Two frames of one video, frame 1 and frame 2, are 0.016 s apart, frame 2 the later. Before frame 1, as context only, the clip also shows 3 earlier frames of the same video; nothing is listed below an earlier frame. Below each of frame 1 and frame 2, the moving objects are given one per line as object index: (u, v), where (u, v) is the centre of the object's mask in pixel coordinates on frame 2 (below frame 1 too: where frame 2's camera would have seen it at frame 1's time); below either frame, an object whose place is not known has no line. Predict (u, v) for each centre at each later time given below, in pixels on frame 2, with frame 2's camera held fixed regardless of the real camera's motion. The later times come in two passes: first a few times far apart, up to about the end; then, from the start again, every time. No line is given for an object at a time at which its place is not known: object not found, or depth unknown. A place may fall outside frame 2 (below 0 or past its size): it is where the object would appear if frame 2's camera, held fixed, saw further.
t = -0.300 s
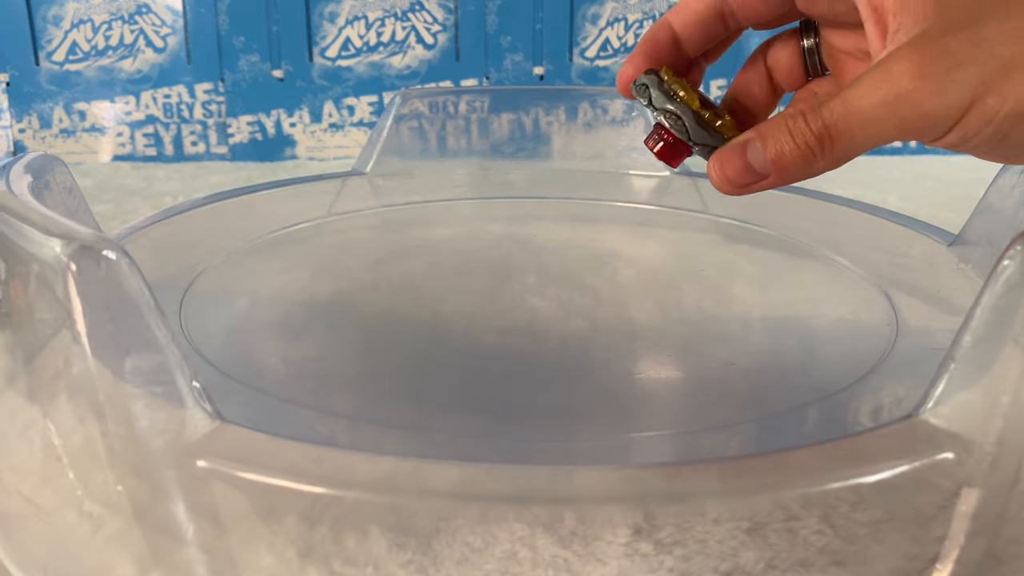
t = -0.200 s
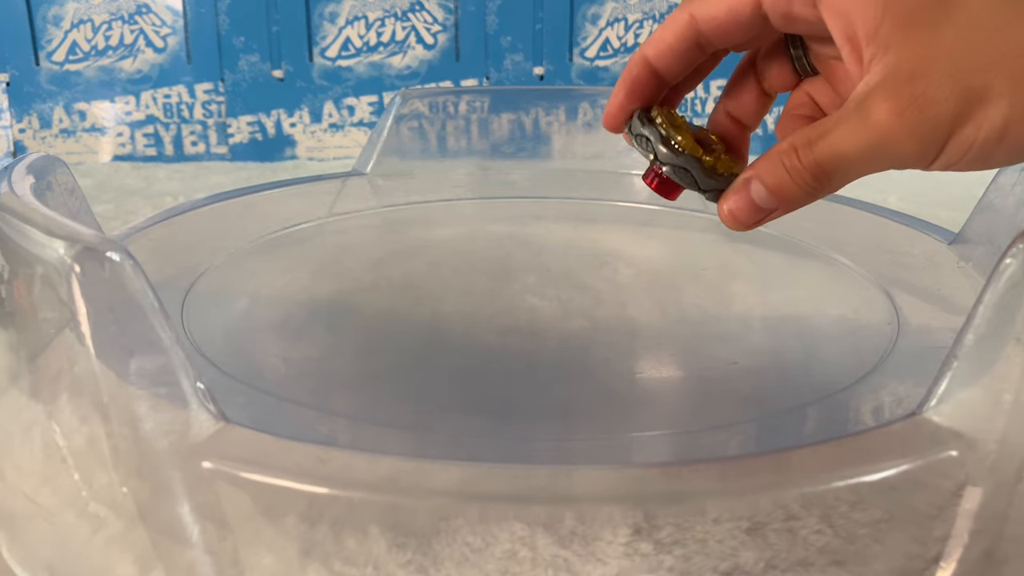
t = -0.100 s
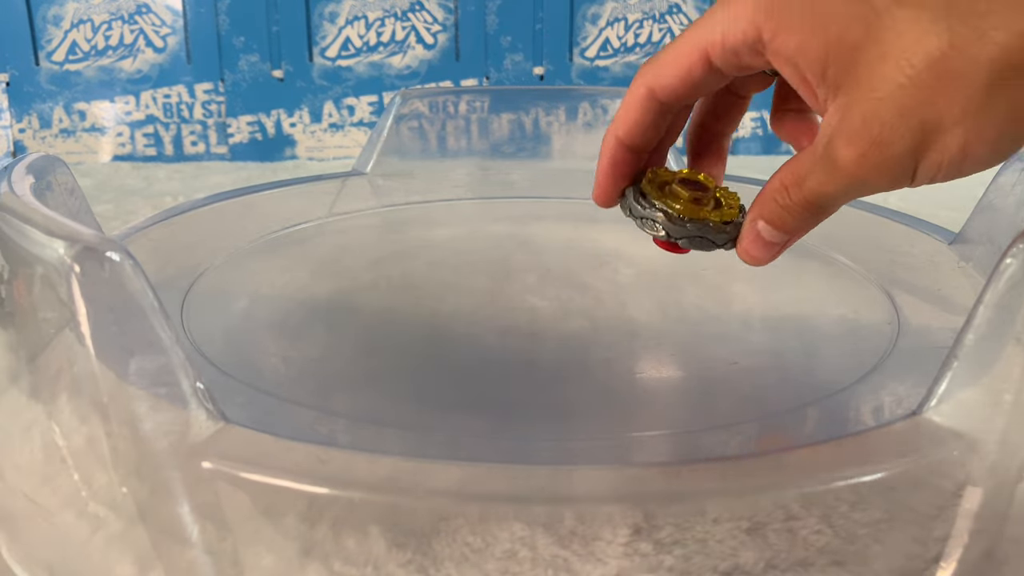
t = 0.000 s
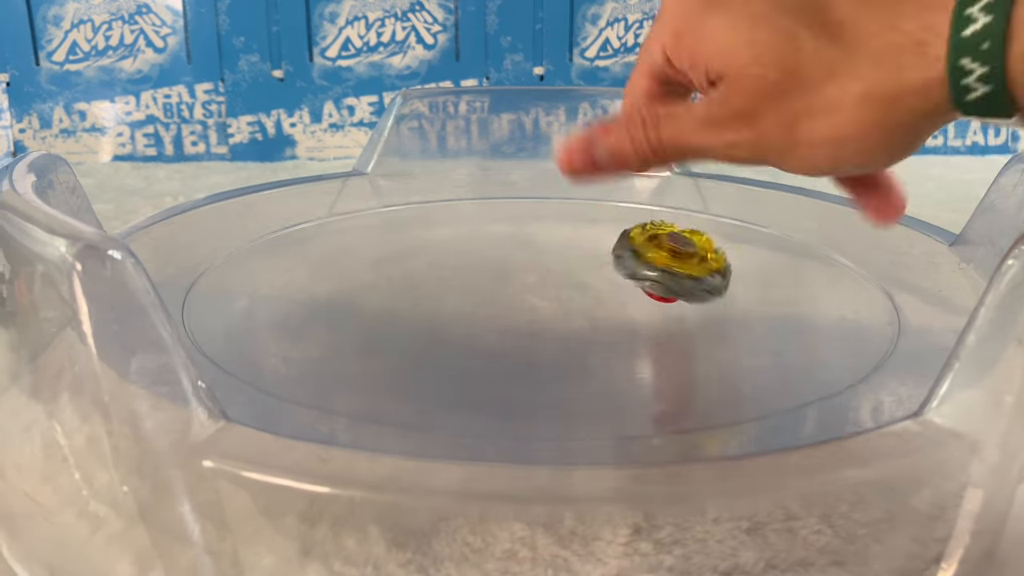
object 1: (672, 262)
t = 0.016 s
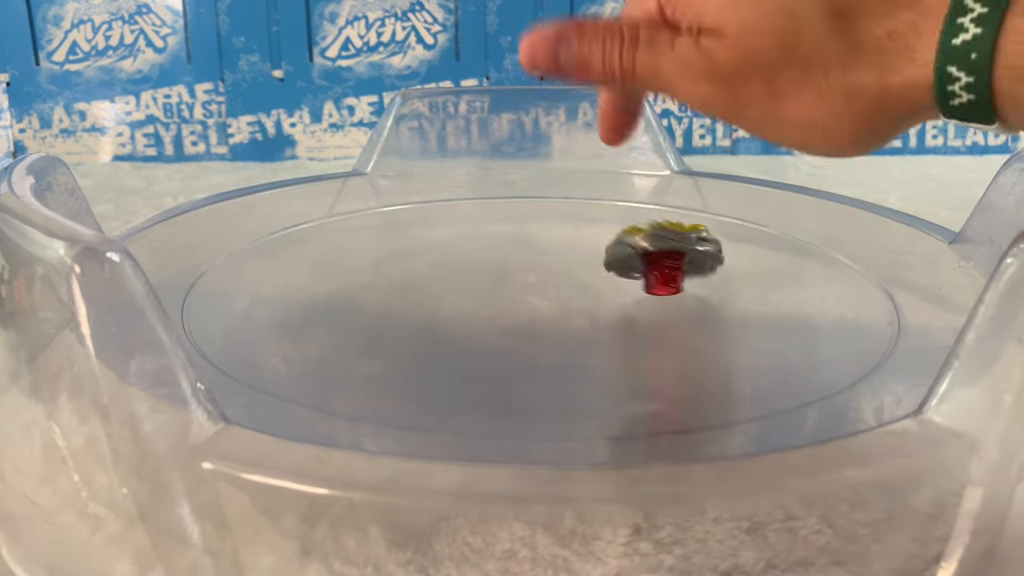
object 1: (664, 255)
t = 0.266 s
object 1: (400, 236)
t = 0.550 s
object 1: (349, 330)
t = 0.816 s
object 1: (695, 326)
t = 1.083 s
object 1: (657, 229)
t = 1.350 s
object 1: (428, 223)
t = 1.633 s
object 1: (398, 325)
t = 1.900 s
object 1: (735, 332)
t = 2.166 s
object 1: (676, 248)
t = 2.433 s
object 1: (425, 231)
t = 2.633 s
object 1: (307, 277)
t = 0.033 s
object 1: (650, 248)
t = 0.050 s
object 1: (638, 241)
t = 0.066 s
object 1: (622, 237)
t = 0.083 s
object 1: (608, 234)
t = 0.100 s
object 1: (591, 228)
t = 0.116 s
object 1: (573, 220)
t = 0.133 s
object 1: (557, 216)
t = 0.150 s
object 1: (537, 218)
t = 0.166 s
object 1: (519, 226)
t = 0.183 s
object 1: (499, 222)
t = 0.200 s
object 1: (476, 224)
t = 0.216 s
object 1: (456, 228)
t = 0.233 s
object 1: (437, 230)
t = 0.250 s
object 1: (416, 232)
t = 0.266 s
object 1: (400, 236)
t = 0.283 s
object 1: (385, 241)
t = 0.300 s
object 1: (369, 245)
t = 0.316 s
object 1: (357, 250)
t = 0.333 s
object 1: (345, 256)
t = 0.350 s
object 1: (333, 261)
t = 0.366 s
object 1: (325, 266)
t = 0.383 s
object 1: (318, 271)
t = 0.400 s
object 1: (312, 277)
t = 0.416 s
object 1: (307, 283)
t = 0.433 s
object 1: (305, 288)
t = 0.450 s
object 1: (304, 294)
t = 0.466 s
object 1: (304, 300)
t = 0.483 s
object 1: (309, 305)
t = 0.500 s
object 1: (315, 312)
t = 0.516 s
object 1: (323, 319)
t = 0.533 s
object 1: (334, 324)
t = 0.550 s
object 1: (349, 330)
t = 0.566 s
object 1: (365, 335)
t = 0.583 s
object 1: (385, 340)
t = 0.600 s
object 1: (408, 345)
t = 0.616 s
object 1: (432, 349)
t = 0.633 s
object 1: (457, 351)
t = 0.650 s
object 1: (483, 353)
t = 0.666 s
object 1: (510, 354)
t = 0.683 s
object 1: (537, 354)
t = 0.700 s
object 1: (563, 354)
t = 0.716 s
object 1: (587, 352)
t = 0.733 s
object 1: (611, 349)
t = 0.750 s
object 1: (631, 346)
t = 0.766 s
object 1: (649, 342)
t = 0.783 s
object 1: (667, 337)
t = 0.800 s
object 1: (682, 332)
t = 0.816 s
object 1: (695, 326)
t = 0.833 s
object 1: (705, 320)
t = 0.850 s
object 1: (713, 314)
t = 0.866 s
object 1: (719, 307)
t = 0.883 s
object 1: (724, 300)
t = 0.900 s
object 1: (726, 294)
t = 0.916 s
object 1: (727, 287)
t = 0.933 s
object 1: (725, 280)
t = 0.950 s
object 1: (722, 274)
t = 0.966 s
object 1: (718, 267)
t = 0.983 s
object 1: (713, 261)
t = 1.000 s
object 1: (706, 254)
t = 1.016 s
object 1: (698, 248)
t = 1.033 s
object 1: (690, 243)
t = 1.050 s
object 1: (680, 238)
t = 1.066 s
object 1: (669, 233)
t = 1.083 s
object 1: (657, 229)
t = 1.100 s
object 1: (644, 224)
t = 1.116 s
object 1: (631, 221)
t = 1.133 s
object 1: (618, 217)
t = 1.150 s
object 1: (603, 215)
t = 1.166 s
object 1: (588, 213)
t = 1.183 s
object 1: (573, 211)
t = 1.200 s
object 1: (558, 209)
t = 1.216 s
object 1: (543, 209)
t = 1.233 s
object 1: (528, 209)
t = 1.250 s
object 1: (513, 209)
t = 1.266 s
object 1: (497, 210)
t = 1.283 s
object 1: (482, 211)
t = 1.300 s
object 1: (468, 213)
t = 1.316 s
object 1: (454, 216)
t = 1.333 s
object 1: (441, 219)
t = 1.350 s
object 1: (428, 223)
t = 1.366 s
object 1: (415, 227)
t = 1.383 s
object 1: (404, 231)
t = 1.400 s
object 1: (394, 236)
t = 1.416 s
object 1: (386, 241)
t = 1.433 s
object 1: (377, 247)
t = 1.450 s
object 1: (370, 253)
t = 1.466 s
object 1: (365, 259)
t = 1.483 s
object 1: (361, 265)
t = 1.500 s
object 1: (358, 272)
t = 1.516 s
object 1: (357, 278)
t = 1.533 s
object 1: (358, 285)
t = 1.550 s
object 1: (359, 293)
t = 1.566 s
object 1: (363, 299)
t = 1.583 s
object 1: (369, 306)
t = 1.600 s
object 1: (377, 312)
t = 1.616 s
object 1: (387, 319)
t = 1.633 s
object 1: (398, 325)
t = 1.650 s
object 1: (412, 330)
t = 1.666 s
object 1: (428, 336)
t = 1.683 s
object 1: (445, 340)
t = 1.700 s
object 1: (464, 344)
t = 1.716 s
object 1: (486, 347)
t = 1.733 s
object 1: (509, 350)
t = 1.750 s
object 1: (532, 352)
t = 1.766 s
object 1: (558, 353)
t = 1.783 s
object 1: (583, 353)
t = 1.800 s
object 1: (607, 353)
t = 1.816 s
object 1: (633, 351)
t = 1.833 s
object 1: (657, 348)
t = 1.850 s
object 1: (680, 345)
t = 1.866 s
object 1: (700, 341)
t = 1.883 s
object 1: (719, 336)
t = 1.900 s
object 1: (735, 332)
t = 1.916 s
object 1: (749, 326)
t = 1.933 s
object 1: (760, 320)
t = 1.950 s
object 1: (768, 313)
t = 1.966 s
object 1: (772, 307)
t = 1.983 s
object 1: (774, 301)
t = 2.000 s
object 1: (773, 295)
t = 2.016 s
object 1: (771, 289)
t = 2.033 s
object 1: (766, 283)
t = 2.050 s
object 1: (759, 277)
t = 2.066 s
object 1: (750, 272)
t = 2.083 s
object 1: (740, 267)
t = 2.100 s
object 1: (729, 263)
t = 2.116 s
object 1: (717, 259)
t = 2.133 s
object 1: (704, 255)
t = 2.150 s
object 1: (690, 251)
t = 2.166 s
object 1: (676, 248)
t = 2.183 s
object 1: (662, 245)
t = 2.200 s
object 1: (647, 242)
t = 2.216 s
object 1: (631, 240)
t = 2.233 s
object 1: (615, 238)
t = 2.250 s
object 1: (599, 236)
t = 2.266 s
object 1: (584, 234)
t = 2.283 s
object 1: (568, 233)
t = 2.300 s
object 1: (552, 232)
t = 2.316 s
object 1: (535, 231)
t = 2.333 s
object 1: (519, 230)
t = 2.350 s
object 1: (503, 229)
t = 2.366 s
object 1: (488, 229)
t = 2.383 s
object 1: (473, 229)
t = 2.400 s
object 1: (456, 229)
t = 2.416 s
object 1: (440, 230)
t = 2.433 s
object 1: (425, 231)
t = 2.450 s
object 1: (411, 232)
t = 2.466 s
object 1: (396, 234)
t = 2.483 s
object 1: (383, 236)
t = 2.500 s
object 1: (369, 239)
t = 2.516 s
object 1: (356, 242)
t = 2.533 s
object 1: (345, 246)
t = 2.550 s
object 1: (335, 249)
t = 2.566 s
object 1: (326, 254)
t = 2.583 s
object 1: (318, 259)
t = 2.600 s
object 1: (312, 265)
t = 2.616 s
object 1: (308, 271)
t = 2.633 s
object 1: (307, 277)
